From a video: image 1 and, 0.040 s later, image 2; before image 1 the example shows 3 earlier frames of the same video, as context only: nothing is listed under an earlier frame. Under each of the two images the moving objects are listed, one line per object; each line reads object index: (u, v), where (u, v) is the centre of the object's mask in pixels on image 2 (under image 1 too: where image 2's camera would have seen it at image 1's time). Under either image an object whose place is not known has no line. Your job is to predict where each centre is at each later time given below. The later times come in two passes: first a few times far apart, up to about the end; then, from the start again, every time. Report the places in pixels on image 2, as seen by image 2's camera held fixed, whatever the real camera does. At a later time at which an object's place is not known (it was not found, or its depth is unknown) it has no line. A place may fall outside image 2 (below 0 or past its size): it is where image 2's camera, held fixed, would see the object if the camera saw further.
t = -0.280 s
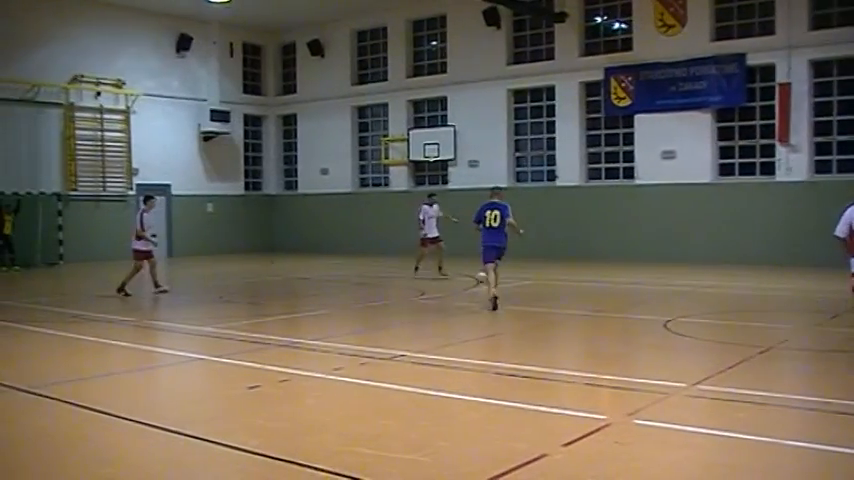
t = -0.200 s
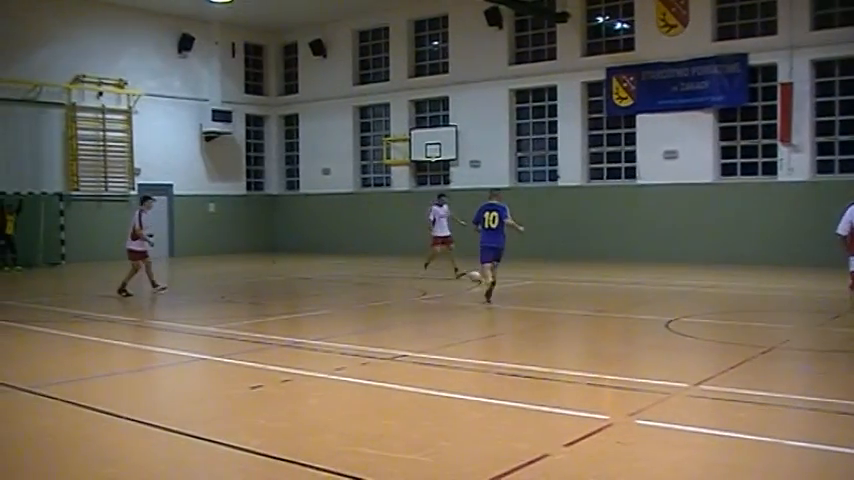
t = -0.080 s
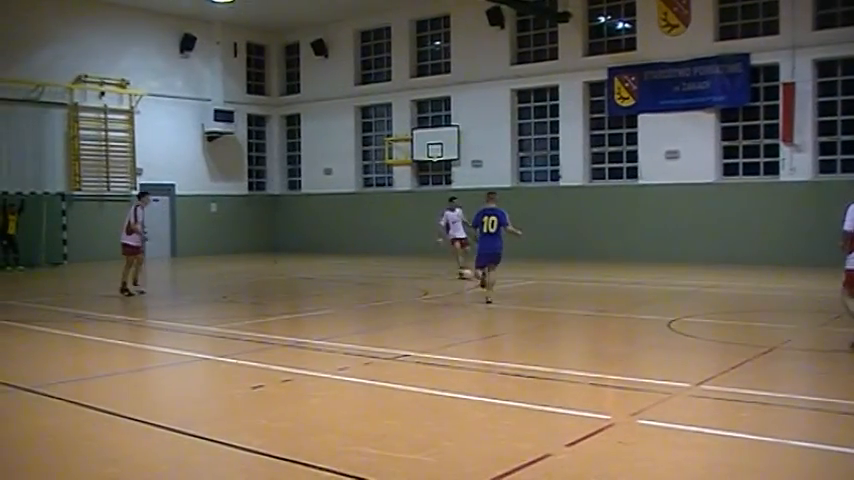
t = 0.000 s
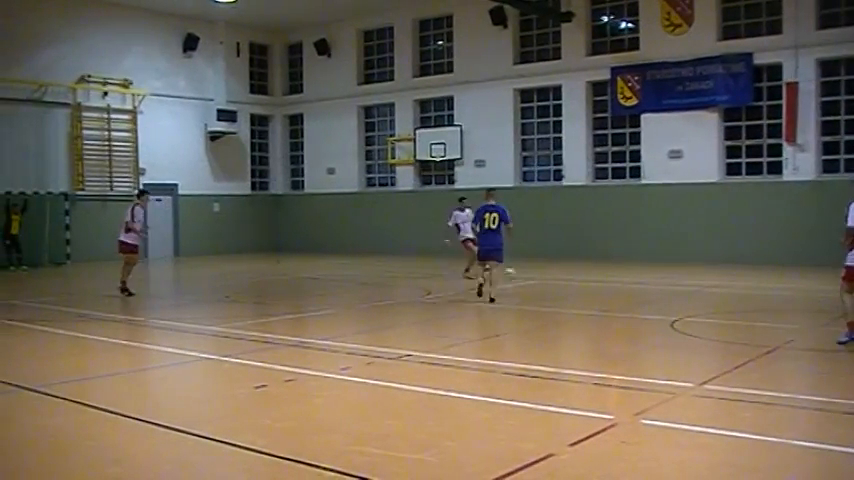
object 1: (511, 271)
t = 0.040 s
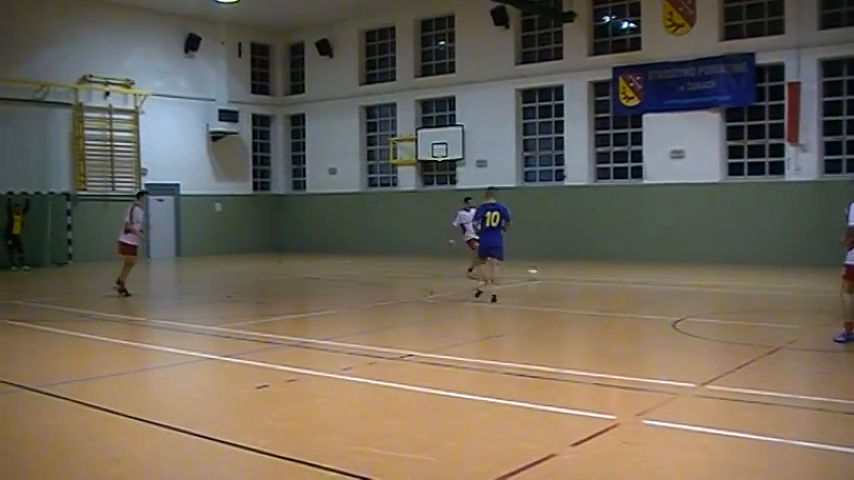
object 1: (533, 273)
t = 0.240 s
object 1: (630, 277)
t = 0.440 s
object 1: (722, 278)
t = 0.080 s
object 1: (552, 275)
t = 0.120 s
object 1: (572, 275)
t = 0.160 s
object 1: (592, 275)
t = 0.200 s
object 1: (611, 276)
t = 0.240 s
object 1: (630, 277)
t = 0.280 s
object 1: (649, 277)
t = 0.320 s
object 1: (668, 277)
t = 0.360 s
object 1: (686, 277)
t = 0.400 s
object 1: (704, 277)
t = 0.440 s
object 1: (722, 278)
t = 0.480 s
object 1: (739, 278)
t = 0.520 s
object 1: (756, 278)
